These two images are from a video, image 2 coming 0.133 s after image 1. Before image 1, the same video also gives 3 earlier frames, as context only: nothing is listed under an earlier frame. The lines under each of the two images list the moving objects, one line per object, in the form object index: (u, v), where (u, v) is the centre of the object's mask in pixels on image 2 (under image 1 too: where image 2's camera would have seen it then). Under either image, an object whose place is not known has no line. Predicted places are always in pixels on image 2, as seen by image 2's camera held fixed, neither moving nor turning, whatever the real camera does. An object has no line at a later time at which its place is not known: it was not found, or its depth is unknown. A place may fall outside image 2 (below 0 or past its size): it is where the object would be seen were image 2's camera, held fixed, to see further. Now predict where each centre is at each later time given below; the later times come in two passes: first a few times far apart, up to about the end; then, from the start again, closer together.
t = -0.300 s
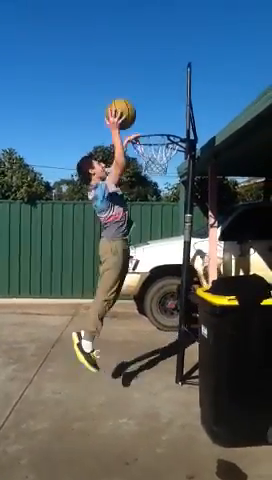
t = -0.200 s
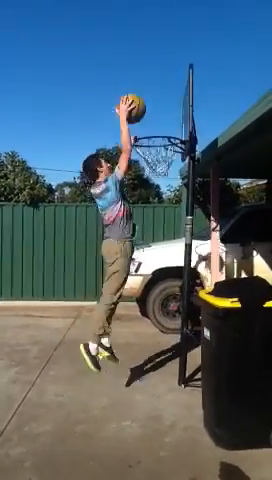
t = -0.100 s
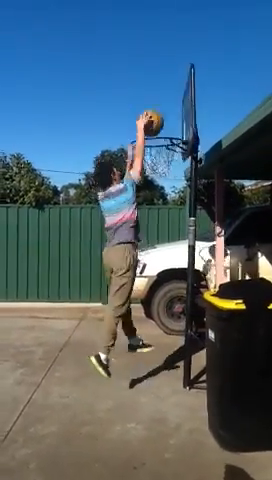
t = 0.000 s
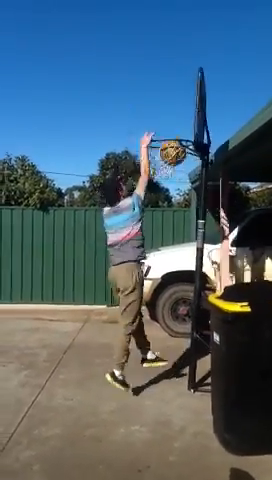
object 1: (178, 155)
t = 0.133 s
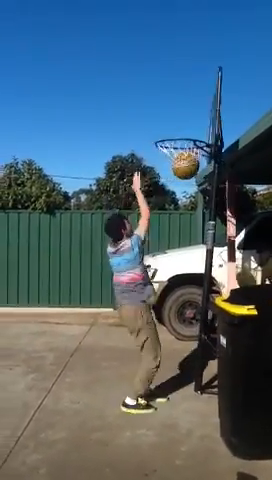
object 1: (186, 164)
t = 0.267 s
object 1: (179, 181)
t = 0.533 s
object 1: (170, 266)
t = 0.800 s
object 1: (158, 343)
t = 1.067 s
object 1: (137, 254)
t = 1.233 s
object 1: (125, 235)
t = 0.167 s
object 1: (184, 167)
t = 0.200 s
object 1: (182, 171)
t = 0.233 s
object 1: (181, 176)
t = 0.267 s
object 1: (179, 181)
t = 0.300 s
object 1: (177, 188)
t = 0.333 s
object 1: (176, 196)
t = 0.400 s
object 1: (174, 215)
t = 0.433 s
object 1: (173, 226)
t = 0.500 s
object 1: (170, 252)
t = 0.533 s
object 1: (170, 266)
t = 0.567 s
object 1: (168, 281)
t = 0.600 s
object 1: (166, 296)
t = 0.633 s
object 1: (164, 314)
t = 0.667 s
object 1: (165, 332)
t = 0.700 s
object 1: (164, 350)
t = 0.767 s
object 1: (160, 360)
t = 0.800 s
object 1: (158, 343)
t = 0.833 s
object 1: (156, 327)
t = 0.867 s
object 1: (152, 313)
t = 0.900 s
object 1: (150, 299)
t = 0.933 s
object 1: (148, 289)
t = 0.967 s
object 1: (145, 278)
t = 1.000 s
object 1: (144, 269)
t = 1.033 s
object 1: (140, 260)
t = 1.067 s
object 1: (137, 254)
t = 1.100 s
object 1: (135, 248)
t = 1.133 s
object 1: (133, 243)
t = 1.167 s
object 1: (130, 239)
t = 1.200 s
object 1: (128, 237)
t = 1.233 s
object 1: (125, 235)
